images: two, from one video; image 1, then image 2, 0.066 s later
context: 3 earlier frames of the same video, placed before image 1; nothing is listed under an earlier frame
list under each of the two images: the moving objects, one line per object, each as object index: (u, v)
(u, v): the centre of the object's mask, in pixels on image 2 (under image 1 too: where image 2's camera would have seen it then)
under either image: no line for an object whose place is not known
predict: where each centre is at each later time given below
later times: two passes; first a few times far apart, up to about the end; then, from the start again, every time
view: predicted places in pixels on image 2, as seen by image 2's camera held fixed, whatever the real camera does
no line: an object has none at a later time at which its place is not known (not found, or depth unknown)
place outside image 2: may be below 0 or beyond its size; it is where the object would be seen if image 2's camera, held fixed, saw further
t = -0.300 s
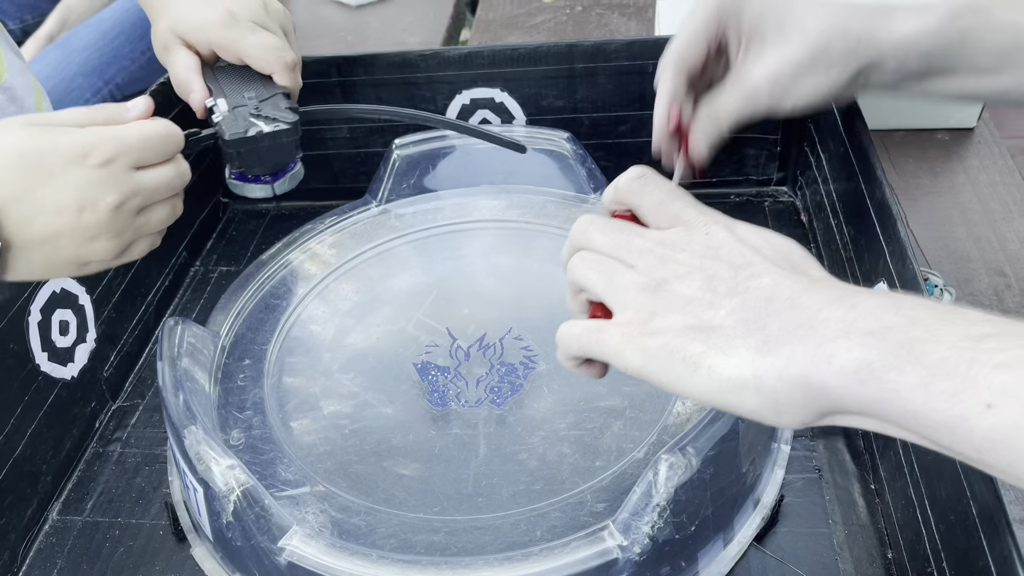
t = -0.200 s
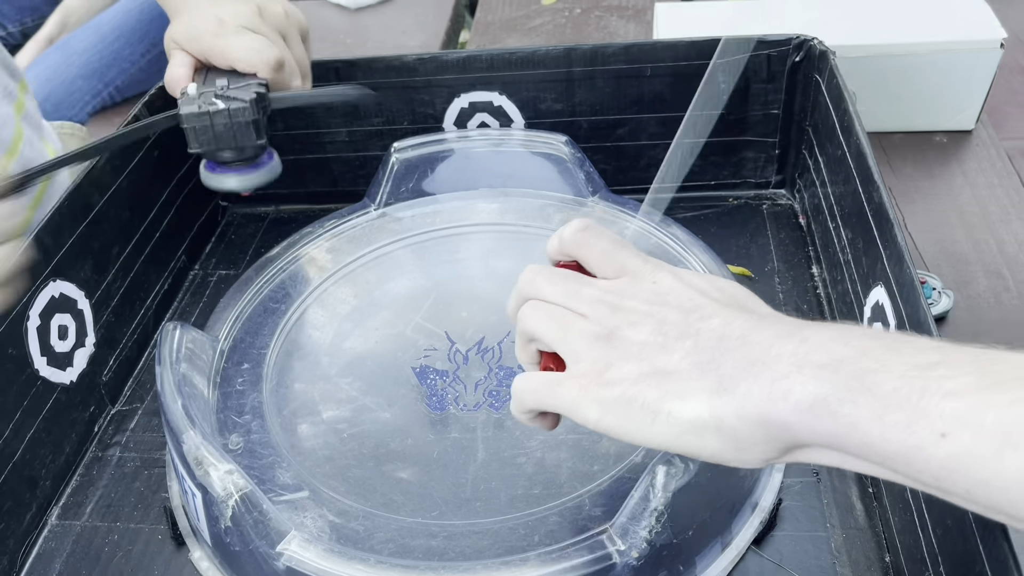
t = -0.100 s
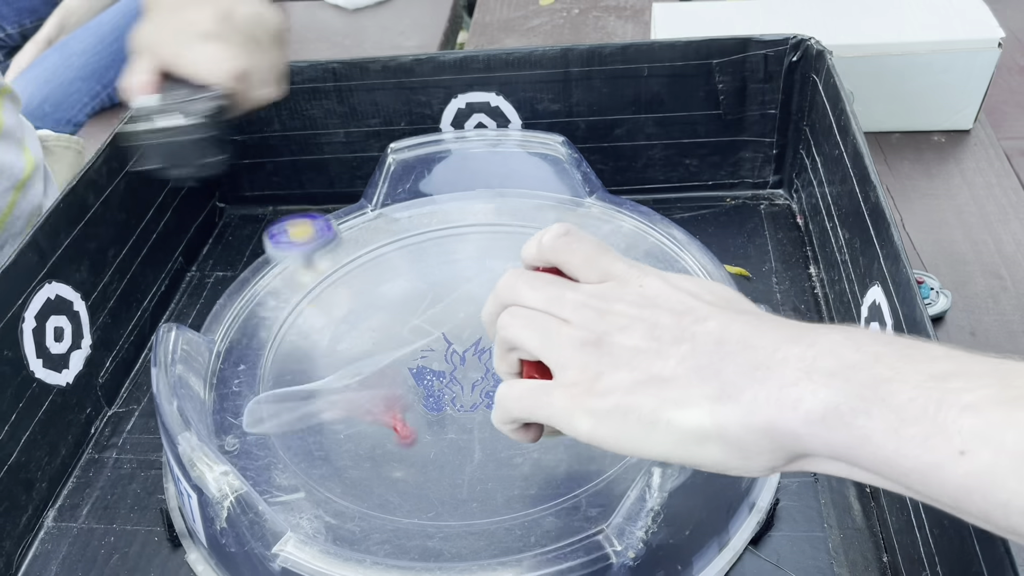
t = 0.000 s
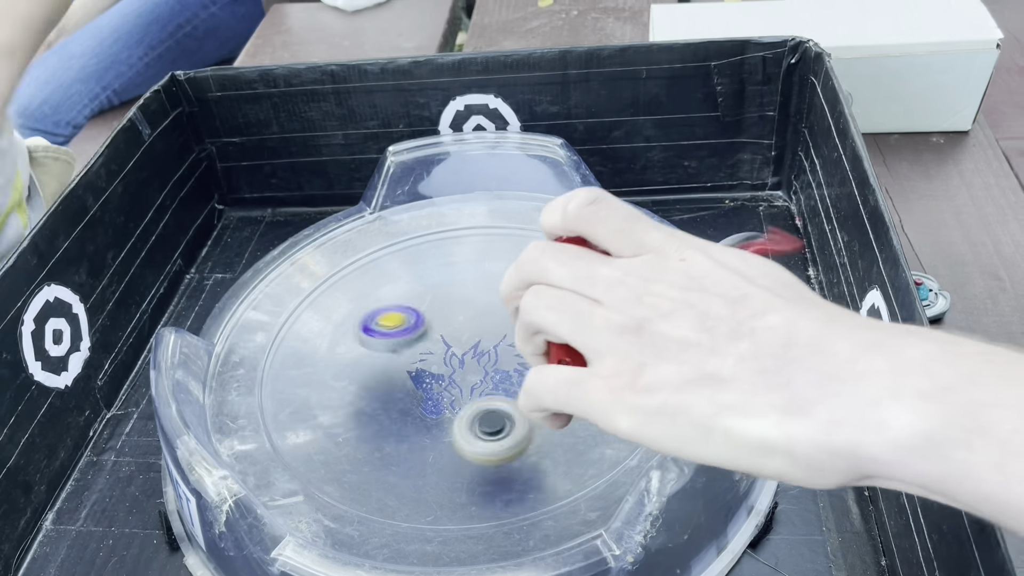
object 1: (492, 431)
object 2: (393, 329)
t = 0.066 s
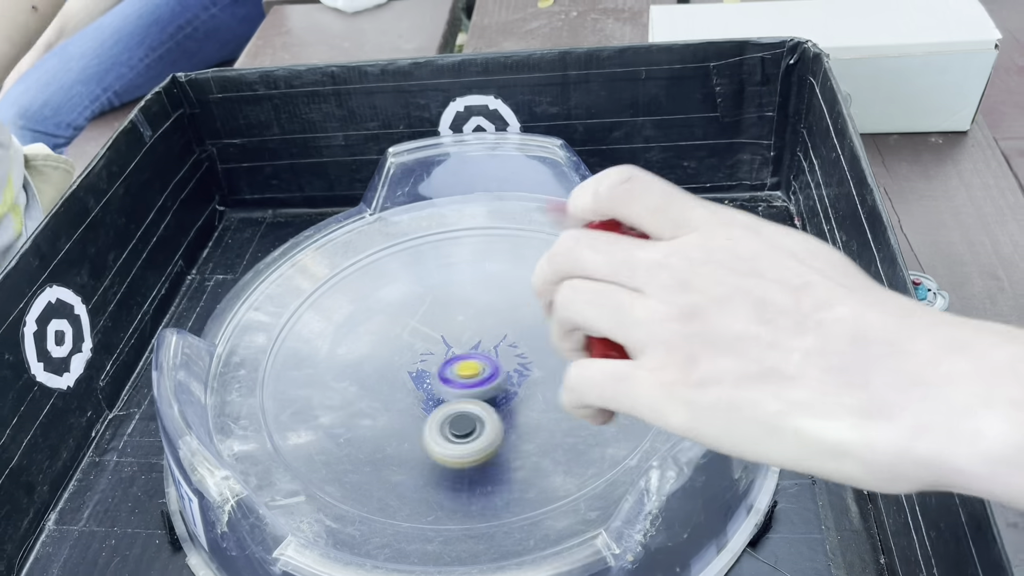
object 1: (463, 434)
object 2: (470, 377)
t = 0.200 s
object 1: (381, 459)
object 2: (613, 323)
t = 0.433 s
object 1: (325, 408)
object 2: (569, 238)
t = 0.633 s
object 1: (355, 356)
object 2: (387, 235)
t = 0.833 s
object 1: (426, 332)
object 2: (276, 339)
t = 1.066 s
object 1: (507, 346)
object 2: (309, 431)
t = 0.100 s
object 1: (441, 440)
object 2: (507, 362)
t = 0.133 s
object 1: (418, 455)
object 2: (550, 353)
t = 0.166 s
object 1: (397, 459)
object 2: (585, 338)
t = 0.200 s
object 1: (381, 459)
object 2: (613, 323)
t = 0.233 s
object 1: (367, 454)
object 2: (632, 307)
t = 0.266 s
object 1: (356, 448)
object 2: (643, 293)
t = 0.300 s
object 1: (347, 442)
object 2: (646, 279)
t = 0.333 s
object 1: (338, 435)
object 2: (638, 266)
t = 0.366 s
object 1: (332, 426)
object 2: (621, 256)
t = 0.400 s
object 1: (328, 417)
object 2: (597, 247)
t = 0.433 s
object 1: (325, 408)
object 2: (569, 238)
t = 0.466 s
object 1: (325, 399)
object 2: (537, 230)
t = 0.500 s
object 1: (327, 390)
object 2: (506, 225)
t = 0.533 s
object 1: (332, 381)
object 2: (475, 221)
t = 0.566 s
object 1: (338, 372)
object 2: (446, 221)
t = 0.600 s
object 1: (346, 364)
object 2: (417, 221)
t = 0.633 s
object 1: (355, 356)
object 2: (387, 235)
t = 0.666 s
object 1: (366, 350)
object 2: (359, 248)
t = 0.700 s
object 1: (377, 345)
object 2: (334, 260)
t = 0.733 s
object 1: (389, 340)
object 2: (313, 281)
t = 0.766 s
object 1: (401, 336)
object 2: (295, 298)
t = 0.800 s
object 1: (414, 333)
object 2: (282, 318)
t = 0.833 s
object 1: (426, 332)
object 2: (276, 339)
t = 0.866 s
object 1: (439, 331)
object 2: (273, 357)
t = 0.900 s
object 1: (453, 332)
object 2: (272, 372)
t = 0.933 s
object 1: (465, 332)
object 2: (274, 386)
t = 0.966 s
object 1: (477, 335)
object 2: (278, 399)
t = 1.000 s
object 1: (487, 338)
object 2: (285, 411)
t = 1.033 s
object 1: (498, 342)
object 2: (295, 422)
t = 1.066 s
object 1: (507, 346)
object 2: (309, 431)
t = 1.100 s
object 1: (515, 351)
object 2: (325, 439)
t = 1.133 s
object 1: (522, 356)
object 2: (345, 445)
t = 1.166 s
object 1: (528, 362)
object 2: (368, 449)
